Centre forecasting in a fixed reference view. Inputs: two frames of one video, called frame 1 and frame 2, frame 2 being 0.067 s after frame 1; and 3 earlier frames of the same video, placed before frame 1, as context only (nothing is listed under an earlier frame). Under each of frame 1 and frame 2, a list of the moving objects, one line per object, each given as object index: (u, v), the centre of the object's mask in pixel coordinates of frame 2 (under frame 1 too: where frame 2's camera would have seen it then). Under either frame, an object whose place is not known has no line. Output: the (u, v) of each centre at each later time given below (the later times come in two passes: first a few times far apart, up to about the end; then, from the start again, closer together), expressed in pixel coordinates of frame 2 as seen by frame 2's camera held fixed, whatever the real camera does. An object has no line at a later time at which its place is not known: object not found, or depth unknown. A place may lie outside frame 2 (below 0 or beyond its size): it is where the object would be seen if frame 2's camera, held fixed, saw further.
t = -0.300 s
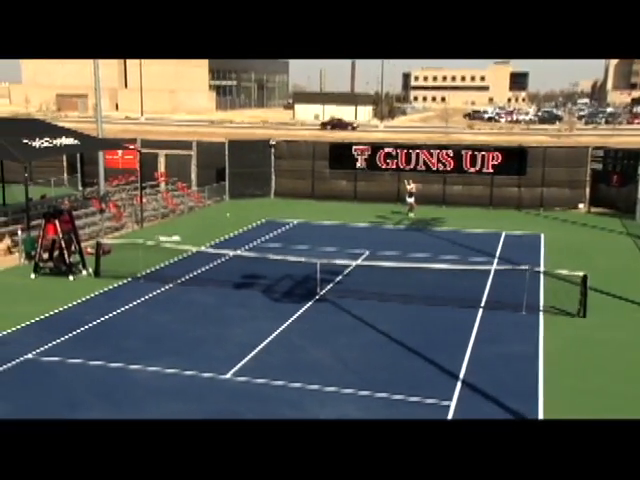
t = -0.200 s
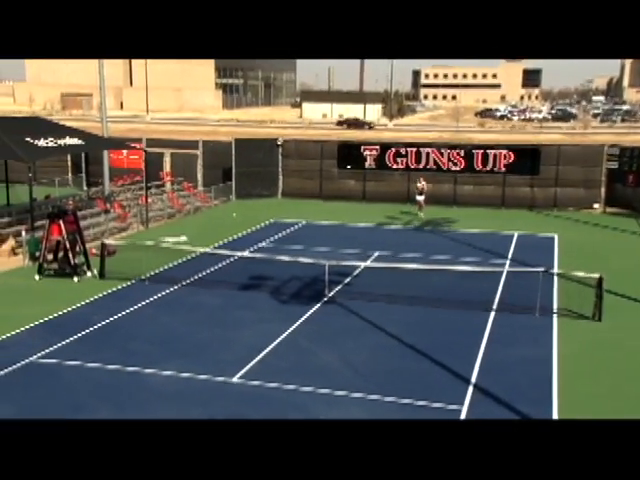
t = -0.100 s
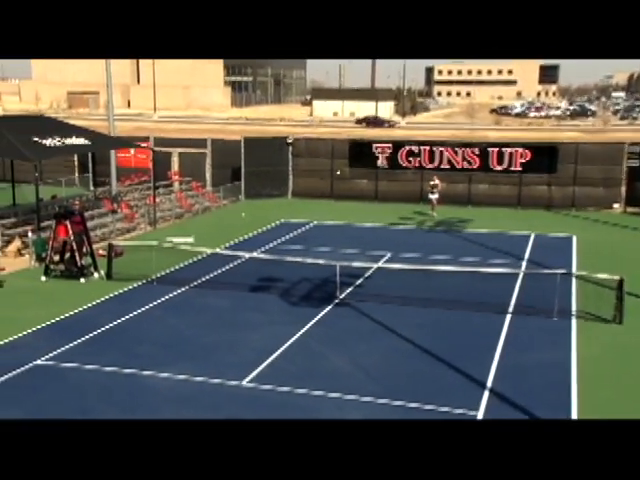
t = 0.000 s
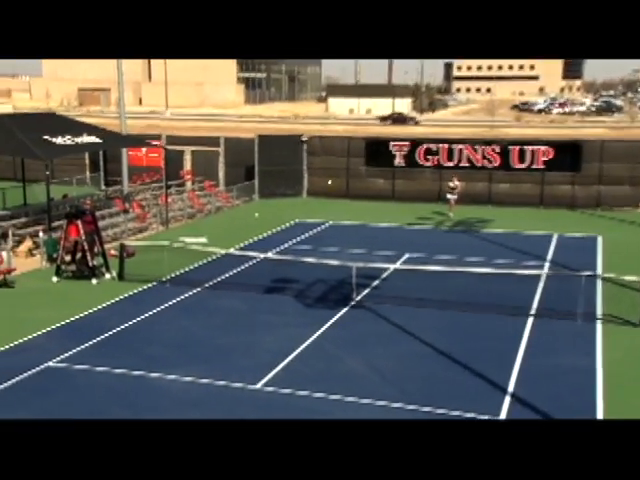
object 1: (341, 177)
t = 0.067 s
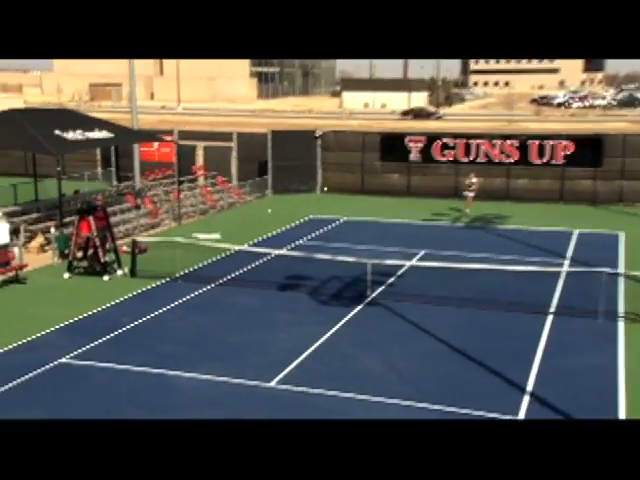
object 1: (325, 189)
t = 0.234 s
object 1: (273, 229)
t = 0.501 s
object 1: (163, 349)
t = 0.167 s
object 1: (295, 209)
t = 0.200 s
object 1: (284, 218)
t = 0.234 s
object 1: (273, 229)
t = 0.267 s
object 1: (261, 240)
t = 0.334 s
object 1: (237, 264)
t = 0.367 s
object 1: (223, 279)
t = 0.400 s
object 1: (209, 294)
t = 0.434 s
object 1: (194, 311)
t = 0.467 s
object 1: (179, 330)
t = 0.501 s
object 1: (163, 349)
